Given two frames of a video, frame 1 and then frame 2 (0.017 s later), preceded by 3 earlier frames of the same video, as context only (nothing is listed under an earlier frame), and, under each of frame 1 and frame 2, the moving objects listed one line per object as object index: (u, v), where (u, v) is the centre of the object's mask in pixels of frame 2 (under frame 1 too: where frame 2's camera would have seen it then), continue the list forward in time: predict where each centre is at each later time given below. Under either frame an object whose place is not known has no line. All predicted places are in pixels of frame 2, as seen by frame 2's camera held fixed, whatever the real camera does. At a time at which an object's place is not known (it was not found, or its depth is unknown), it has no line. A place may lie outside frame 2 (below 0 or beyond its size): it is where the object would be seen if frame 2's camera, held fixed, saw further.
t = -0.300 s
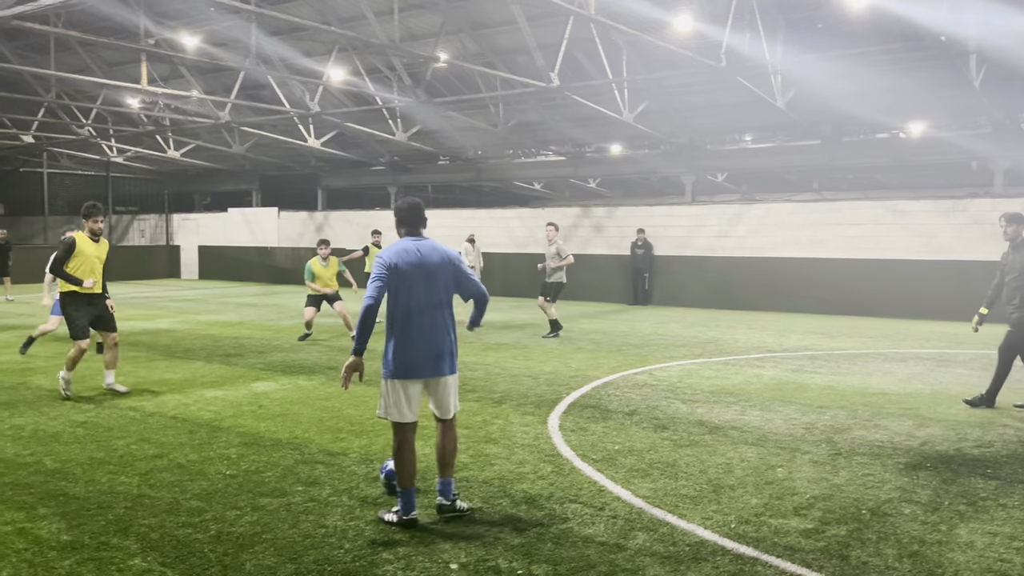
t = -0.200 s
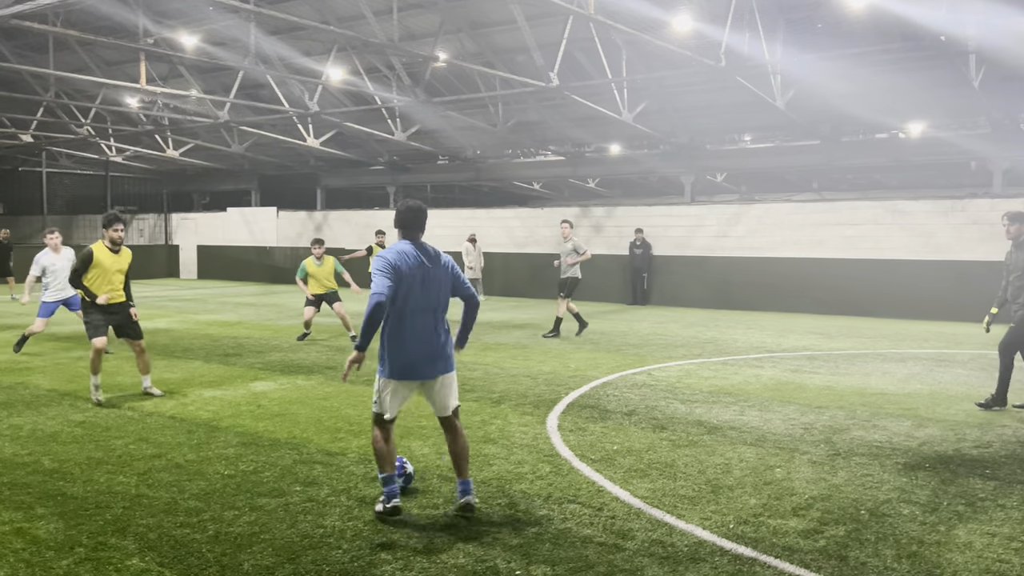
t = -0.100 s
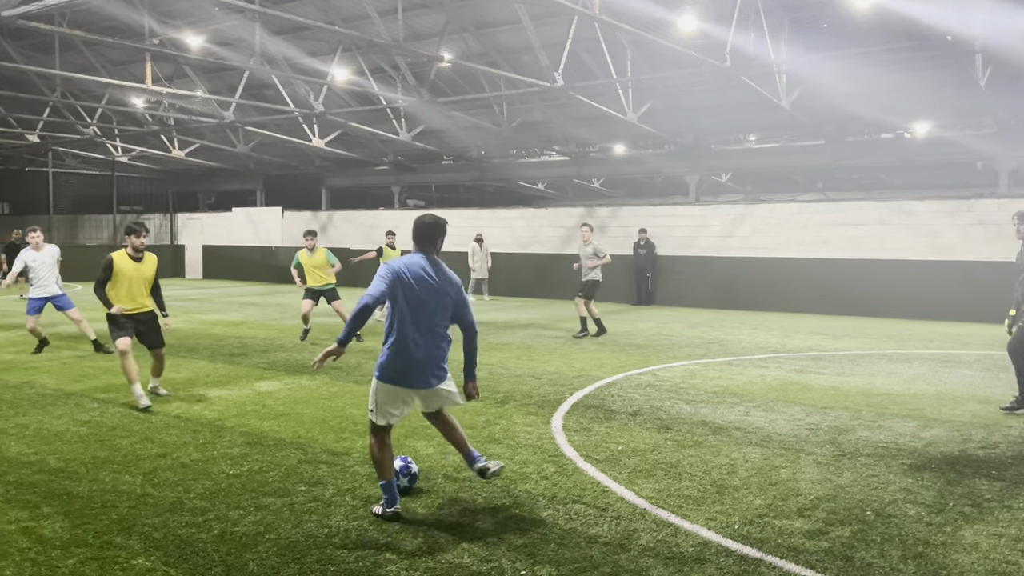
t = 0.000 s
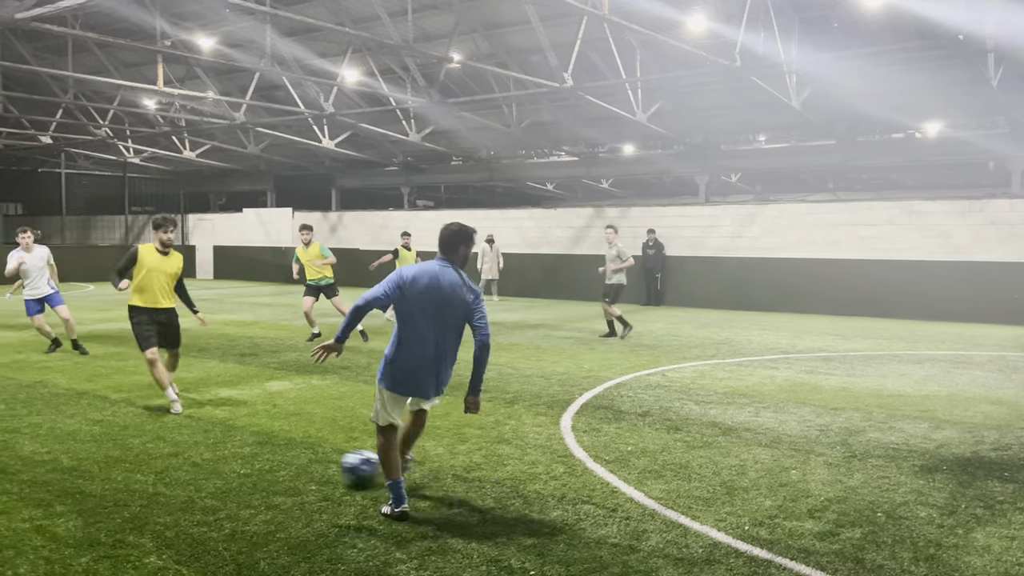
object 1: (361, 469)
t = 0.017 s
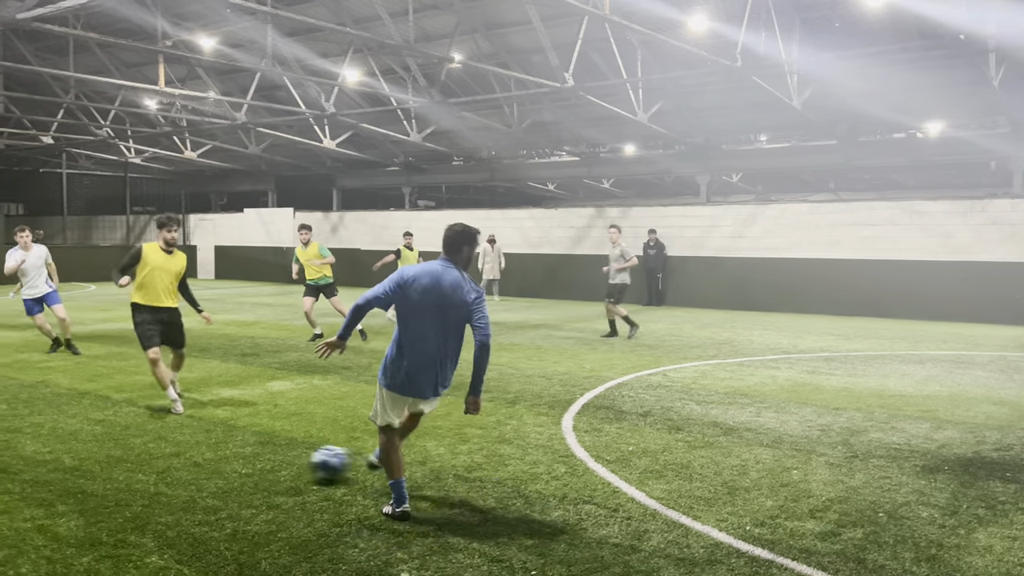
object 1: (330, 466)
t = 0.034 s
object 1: (305, 460)
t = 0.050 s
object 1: (279, 460)
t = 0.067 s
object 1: (251, 457)
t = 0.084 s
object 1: (228, 454)
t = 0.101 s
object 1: (204, 451)
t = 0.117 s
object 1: (179, 448)
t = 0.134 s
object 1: (158, 446)
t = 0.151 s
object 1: (136, 444)
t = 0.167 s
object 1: (113, 440)
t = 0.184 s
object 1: (95, 438)
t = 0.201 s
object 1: (74, 436)
